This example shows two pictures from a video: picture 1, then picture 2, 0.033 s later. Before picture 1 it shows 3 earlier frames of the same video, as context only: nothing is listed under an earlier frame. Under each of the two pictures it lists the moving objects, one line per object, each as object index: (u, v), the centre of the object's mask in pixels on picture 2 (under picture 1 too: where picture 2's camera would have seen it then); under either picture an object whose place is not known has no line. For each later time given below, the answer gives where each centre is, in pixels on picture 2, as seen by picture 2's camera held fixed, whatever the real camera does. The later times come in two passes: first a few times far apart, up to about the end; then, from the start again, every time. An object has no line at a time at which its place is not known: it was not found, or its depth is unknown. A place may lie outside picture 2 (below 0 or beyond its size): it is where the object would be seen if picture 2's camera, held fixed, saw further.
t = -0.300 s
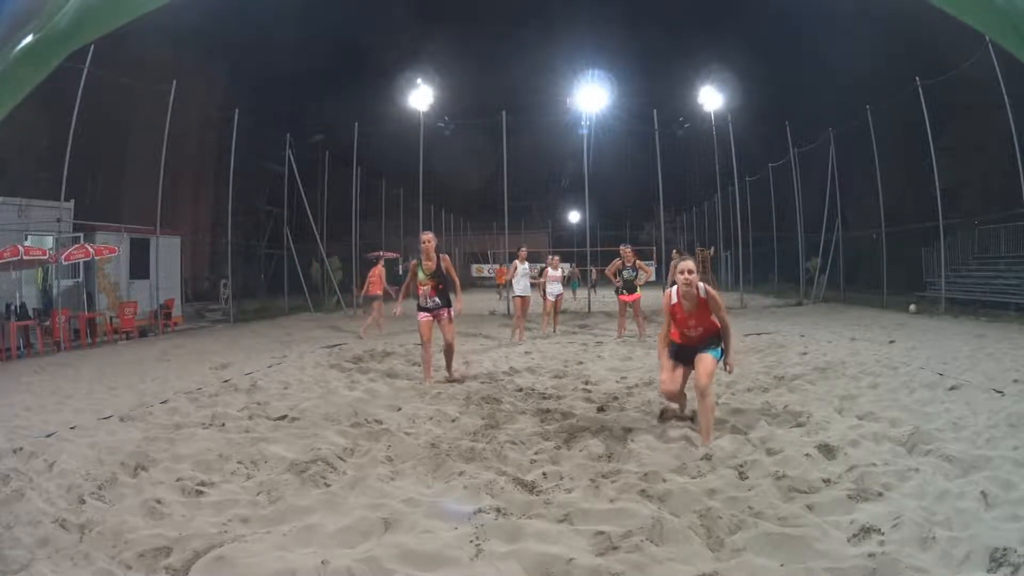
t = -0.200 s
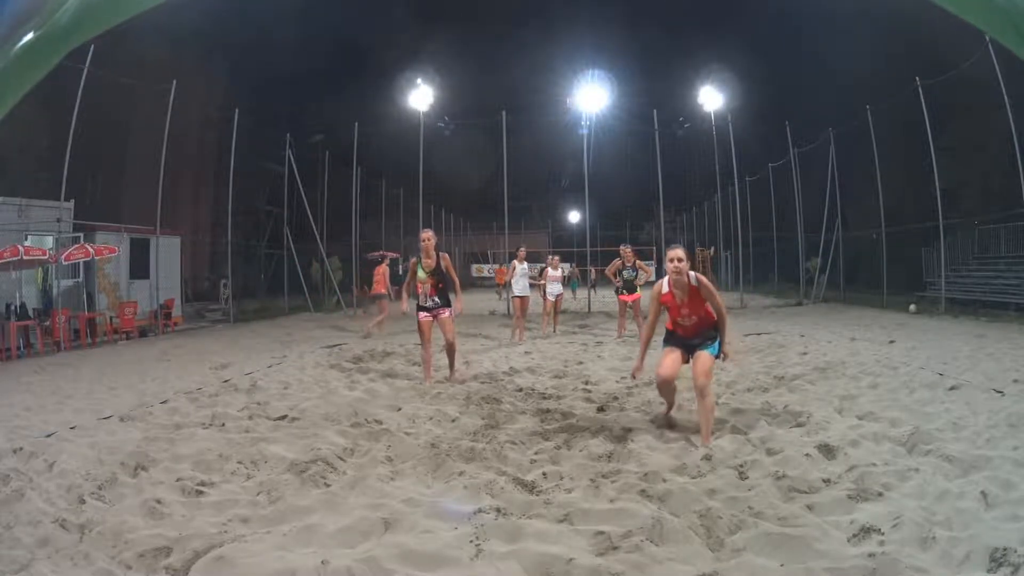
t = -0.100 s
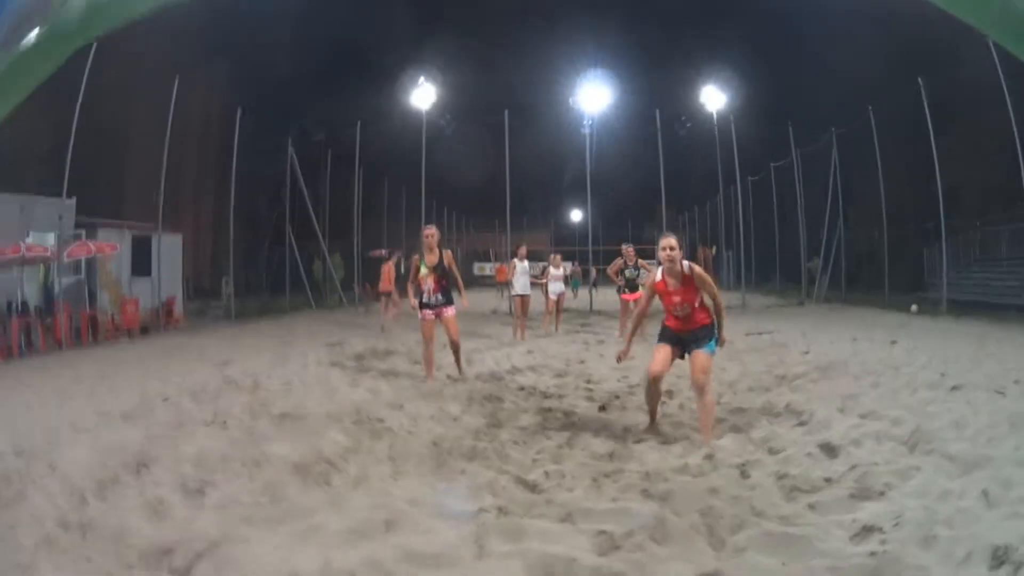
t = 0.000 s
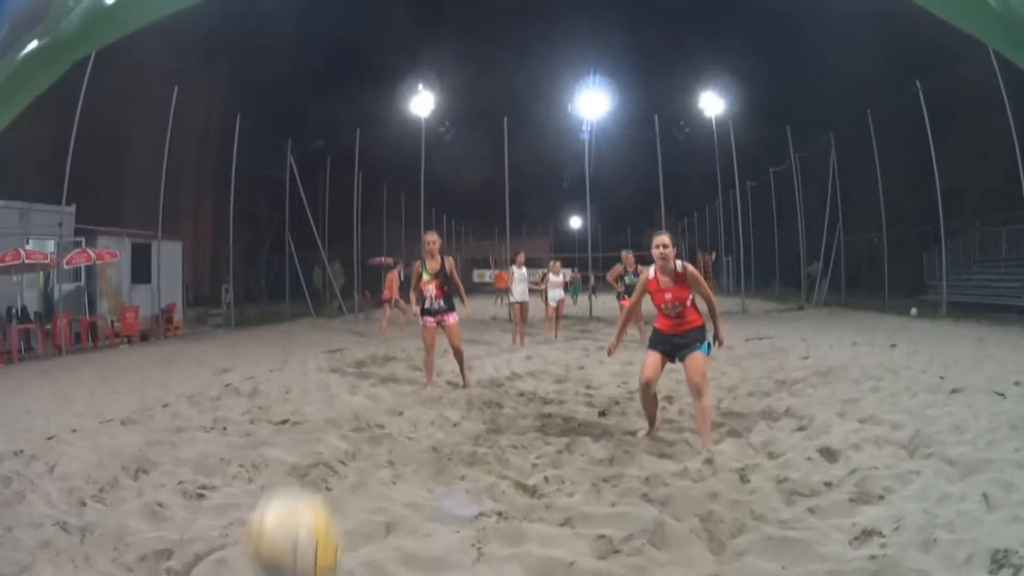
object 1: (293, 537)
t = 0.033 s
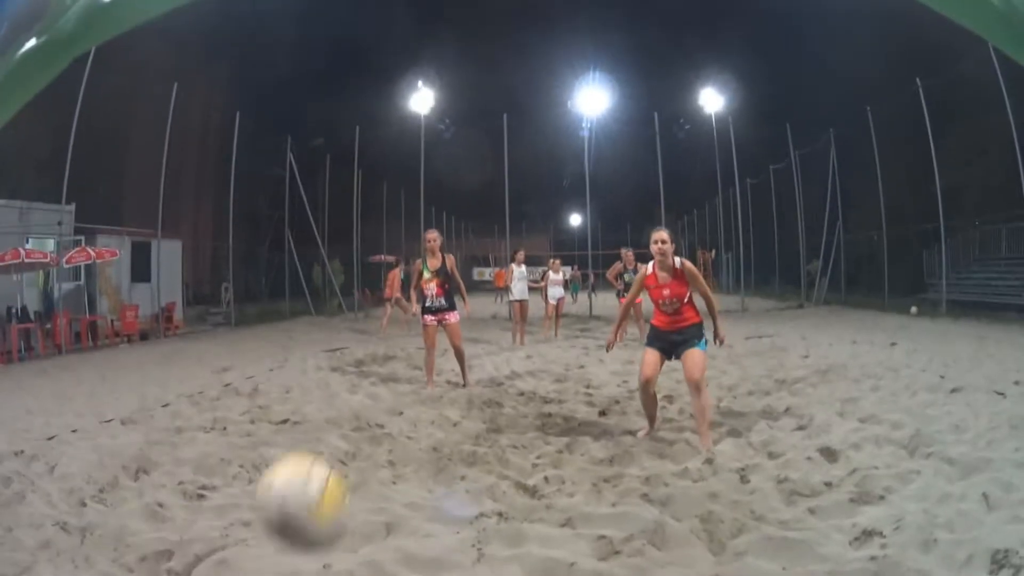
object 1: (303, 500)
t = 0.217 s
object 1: (355, 408)
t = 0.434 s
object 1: (395, 440)
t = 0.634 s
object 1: (415, 471)
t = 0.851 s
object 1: (425, 440)
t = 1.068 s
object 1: (430, 425)
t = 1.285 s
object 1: (435, 410)
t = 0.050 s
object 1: (309, 485)
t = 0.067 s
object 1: (314, 470)
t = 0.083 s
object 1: (319, 458)
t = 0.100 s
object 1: (323, 448)
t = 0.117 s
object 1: (328, 438)
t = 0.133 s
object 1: (334, 429)
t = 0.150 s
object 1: (338, 423)
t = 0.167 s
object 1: (343, 418)
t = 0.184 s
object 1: (347, 413)
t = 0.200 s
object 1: (350, 409)
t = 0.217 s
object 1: (355, 408)
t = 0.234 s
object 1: (359, 406)
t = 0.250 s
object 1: (362, 405)
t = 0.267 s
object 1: (366, 405)
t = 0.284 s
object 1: (369, 405)
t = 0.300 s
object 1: (372, 407)
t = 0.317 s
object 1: (376, 410)
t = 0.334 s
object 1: (379, 413)
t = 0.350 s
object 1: (381, 417)
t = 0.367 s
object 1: (384, 421)
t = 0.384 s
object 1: (387, 425)
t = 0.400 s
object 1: (390, 430)
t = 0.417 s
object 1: (392, 434)
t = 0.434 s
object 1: (395, 440)
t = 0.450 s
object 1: (398, 446)
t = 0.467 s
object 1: (401, 452)
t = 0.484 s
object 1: (404, 458)
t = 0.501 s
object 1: (406, 465)
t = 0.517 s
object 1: (407, 471)
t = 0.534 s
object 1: (411, 478)
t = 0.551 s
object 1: (412, 485)
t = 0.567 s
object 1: (412, 483)
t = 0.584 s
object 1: (413, 480)
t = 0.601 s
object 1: (414, 476)
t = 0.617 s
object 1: (415, 473)
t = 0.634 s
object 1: (415, 471)
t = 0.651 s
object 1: (416, 470)
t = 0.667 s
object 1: (416, 468)
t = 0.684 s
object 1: (417, 465)
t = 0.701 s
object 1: (419, 462)
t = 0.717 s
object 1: (419, 459)
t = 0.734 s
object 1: (421, 456)
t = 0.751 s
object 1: (422, 454)
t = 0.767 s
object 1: (423, 452)
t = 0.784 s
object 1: (423, 450)
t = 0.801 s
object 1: (424, 446)
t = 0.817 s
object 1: (424, 444)
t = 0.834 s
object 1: (425, 442)
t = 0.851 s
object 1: (425, 440)
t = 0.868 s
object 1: (425, 438)
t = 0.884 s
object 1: (426, 436)
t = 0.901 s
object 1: (426, 434)
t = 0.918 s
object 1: (426, 433)
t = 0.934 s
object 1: (427, 431)
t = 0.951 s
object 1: (428, 431)
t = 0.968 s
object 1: (428, 432)
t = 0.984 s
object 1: (428, 433)
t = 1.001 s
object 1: (429, 433)
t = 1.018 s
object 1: (430, 431)
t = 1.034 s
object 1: (430, 429)
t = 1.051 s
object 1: (430, 427)
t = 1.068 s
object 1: (430, 425)
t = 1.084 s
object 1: (431, 423)
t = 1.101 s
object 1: (431, 421)
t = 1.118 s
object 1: (431, 419)
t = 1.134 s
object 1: (431, 418)
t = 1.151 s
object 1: (432, 417)
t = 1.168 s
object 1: (432, 417)
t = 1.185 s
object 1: (432, 416)
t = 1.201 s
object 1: (432, 416)
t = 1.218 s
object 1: (433, 415)
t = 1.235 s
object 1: (434, 414)
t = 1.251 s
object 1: (434, 412)
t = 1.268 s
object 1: (434, 411)
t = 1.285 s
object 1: (435, 410)
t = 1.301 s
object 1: (436, 409)
